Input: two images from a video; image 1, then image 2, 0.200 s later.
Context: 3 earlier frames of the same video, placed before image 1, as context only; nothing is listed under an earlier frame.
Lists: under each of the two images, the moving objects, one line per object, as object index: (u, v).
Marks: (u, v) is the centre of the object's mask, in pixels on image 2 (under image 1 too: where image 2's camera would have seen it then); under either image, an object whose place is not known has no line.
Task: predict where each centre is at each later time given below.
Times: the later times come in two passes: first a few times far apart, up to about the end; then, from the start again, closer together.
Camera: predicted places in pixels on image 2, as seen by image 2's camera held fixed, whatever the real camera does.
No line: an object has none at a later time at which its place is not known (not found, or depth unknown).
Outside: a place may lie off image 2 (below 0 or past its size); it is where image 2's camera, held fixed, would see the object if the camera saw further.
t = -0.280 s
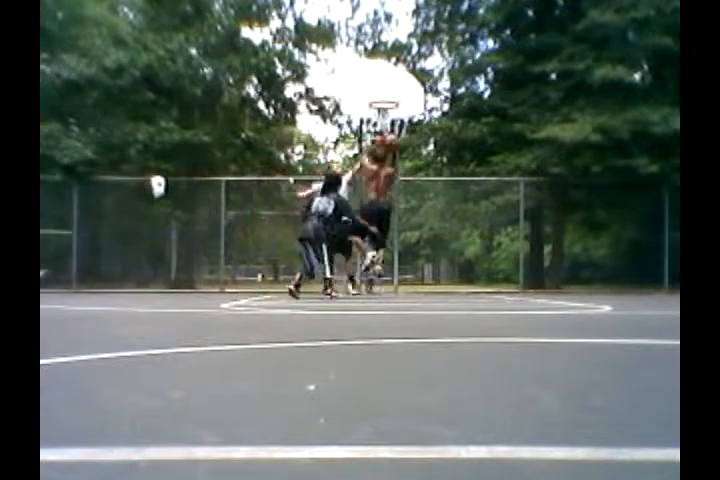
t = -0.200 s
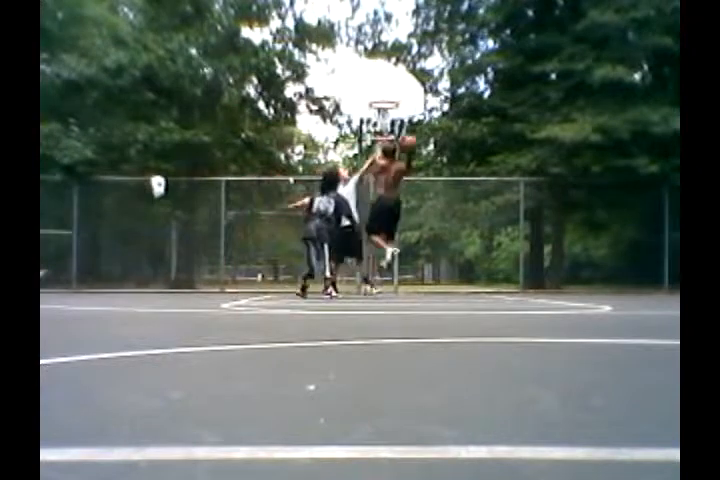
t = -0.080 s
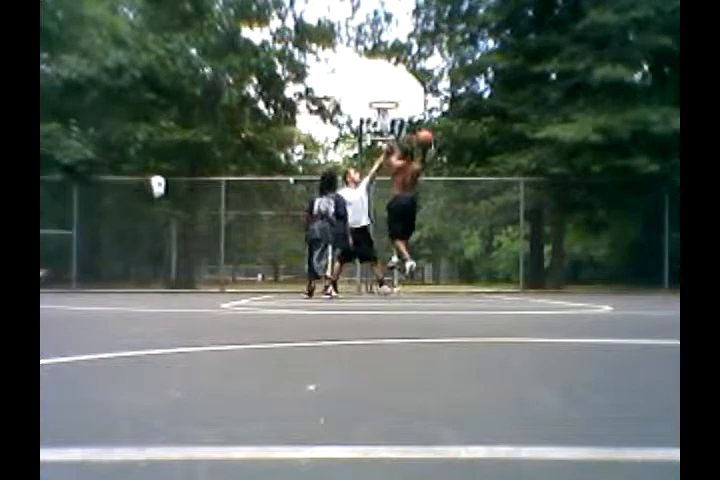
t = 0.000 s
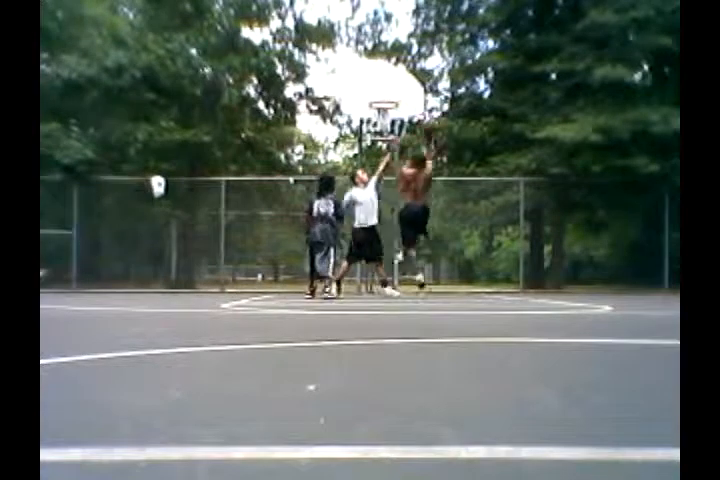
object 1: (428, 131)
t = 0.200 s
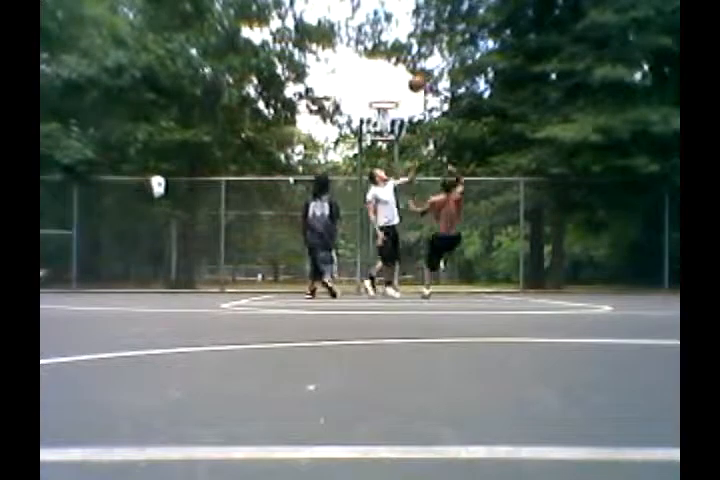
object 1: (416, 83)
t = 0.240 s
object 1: (413, 78)
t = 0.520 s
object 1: (395, 76)
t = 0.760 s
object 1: (387, 86)
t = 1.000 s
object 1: (387, 93)
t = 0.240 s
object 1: (413, 78)
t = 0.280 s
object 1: (410, 74)
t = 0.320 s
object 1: (408, 72)
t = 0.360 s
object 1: (405, 71)
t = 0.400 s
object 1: (403, 70)
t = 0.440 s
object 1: (400, 70)
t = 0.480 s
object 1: (398, 72)
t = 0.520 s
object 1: (395, 76)
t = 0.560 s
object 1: (392, 79)
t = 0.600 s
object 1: (390, 84)
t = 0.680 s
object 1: (386, 92)
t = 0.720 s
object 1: (386, 88)
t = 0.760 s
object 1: (387, 86)
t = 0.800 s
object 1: (386, 85)
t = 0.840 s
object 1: (386, 85)
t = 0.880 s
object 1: (386, 85)
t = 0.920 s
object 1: (387, 87)
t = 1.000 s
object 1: (387, 93)
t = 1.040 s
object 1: (387, 97)
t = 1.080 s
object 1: (388, 101)
